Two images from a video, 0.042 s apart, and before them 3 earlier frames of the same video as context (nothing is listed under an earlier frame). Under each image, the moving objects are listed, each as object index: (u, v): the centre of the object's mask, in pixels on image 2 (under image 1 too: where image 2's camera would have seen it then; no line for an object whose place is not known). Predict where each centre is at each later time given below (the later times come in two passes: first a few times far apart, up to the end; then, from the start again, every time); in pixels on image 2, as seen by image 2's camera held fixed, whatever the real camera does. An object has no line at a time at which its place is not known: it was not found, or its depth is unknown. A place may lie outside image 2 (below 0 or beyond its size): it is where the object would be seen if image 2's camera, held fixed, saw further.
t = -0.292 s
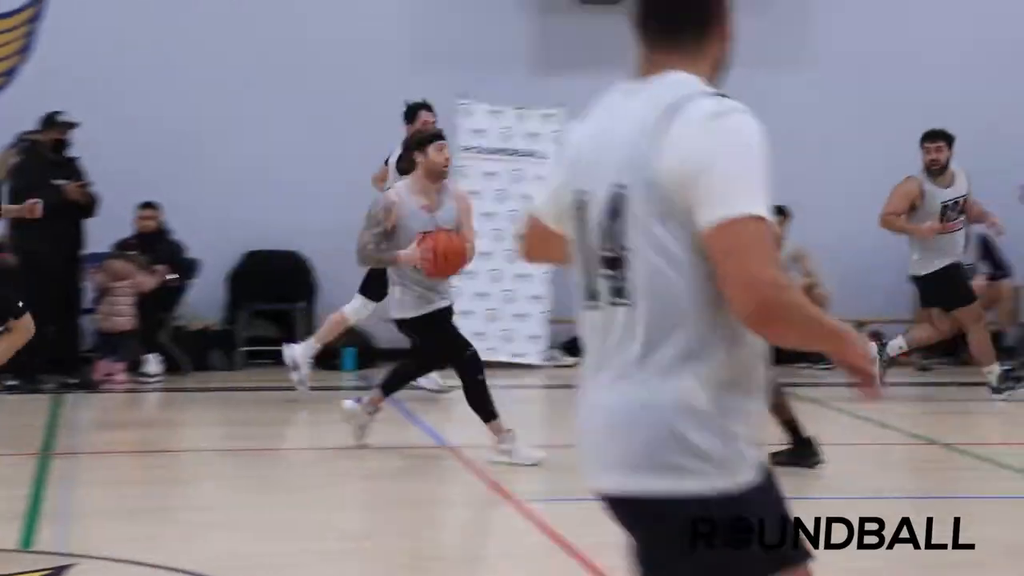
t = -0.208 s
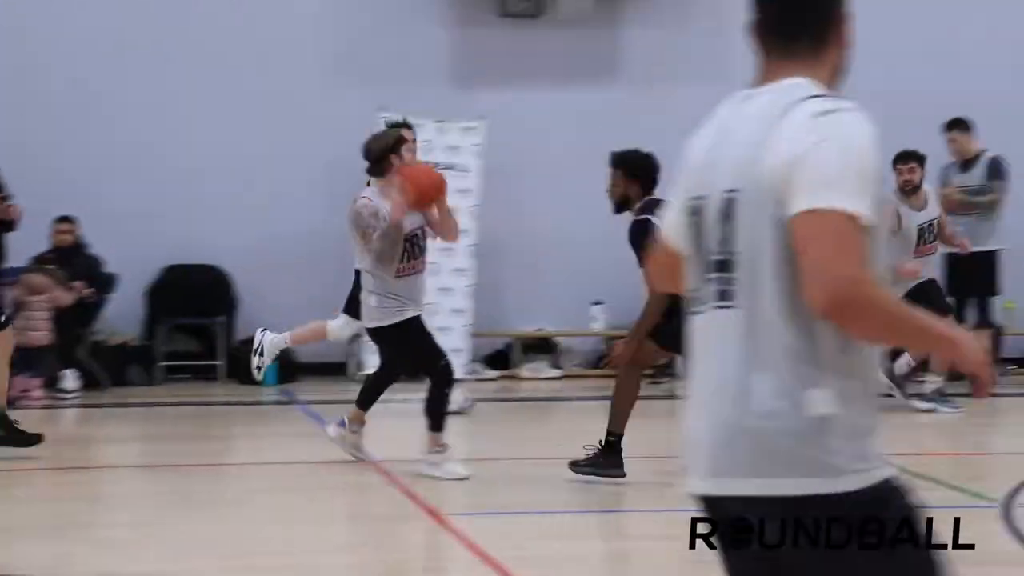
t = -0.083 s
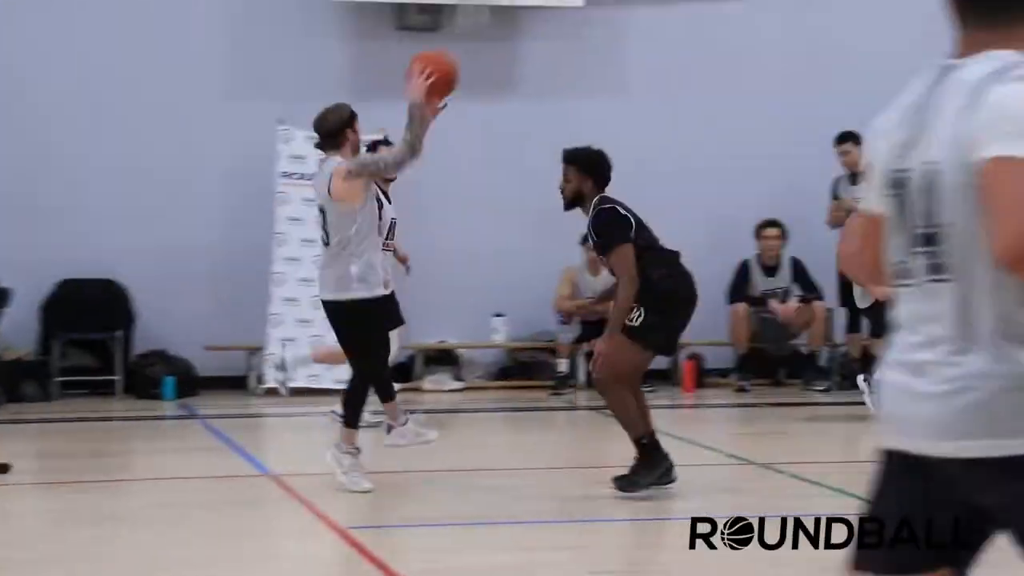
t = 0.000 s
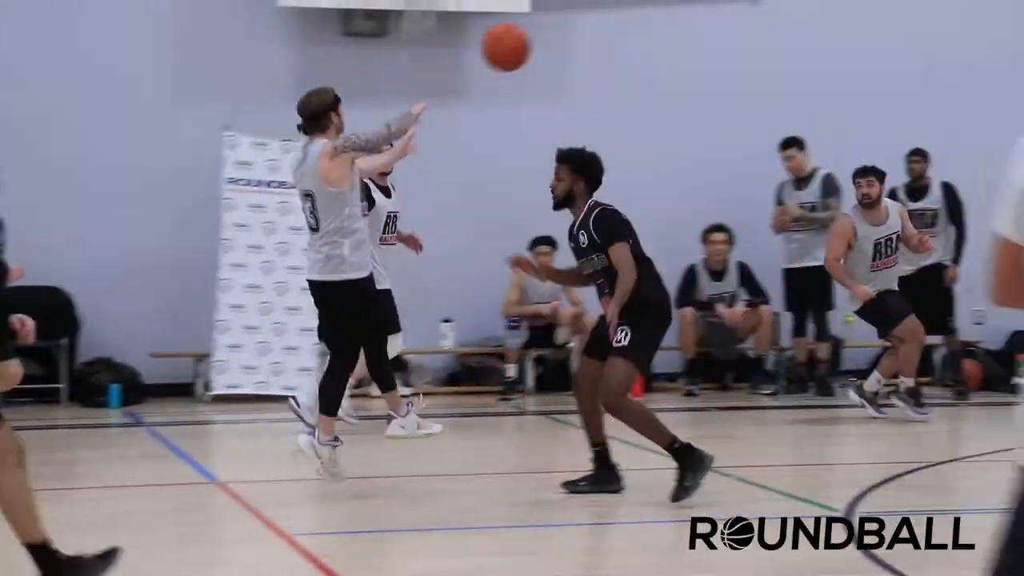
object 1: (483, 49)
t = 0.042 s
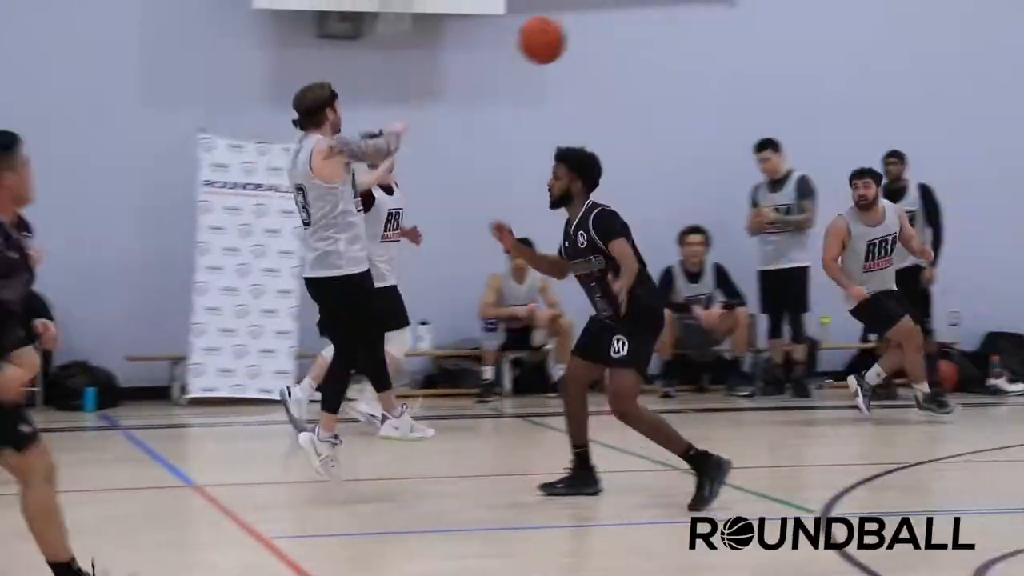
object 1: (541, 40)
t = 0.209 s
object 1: (762, 35)
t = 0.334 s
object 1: (918, 56)
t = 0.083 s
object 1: (599, 34)
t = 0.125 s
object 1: (655, 32)
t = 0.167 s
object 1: (708, 32)
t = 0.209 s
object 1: (762, 35)
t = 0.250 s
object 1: (815, 40)
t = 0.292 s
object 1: (867, 47)
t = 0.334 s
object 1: (918, 56)
